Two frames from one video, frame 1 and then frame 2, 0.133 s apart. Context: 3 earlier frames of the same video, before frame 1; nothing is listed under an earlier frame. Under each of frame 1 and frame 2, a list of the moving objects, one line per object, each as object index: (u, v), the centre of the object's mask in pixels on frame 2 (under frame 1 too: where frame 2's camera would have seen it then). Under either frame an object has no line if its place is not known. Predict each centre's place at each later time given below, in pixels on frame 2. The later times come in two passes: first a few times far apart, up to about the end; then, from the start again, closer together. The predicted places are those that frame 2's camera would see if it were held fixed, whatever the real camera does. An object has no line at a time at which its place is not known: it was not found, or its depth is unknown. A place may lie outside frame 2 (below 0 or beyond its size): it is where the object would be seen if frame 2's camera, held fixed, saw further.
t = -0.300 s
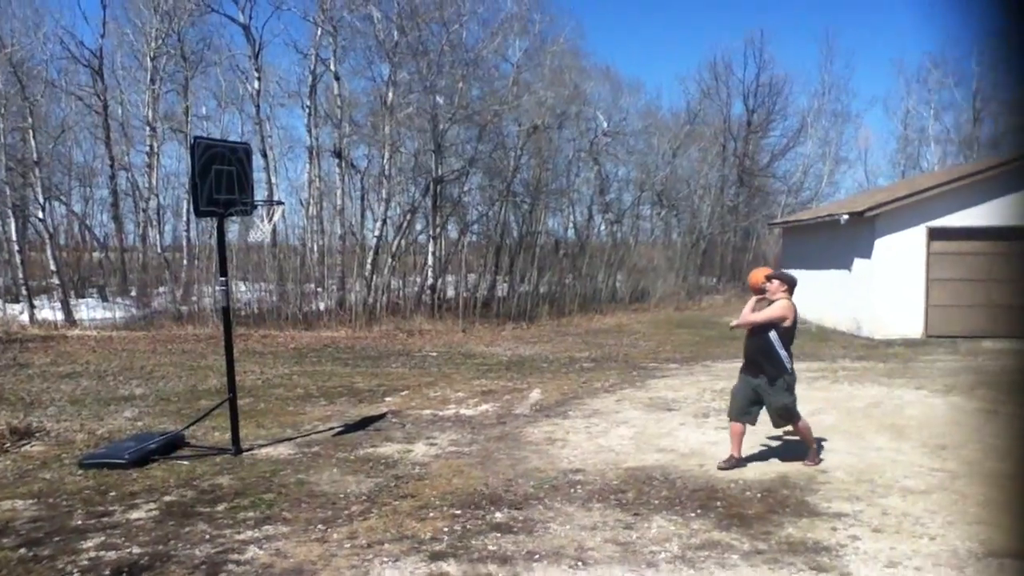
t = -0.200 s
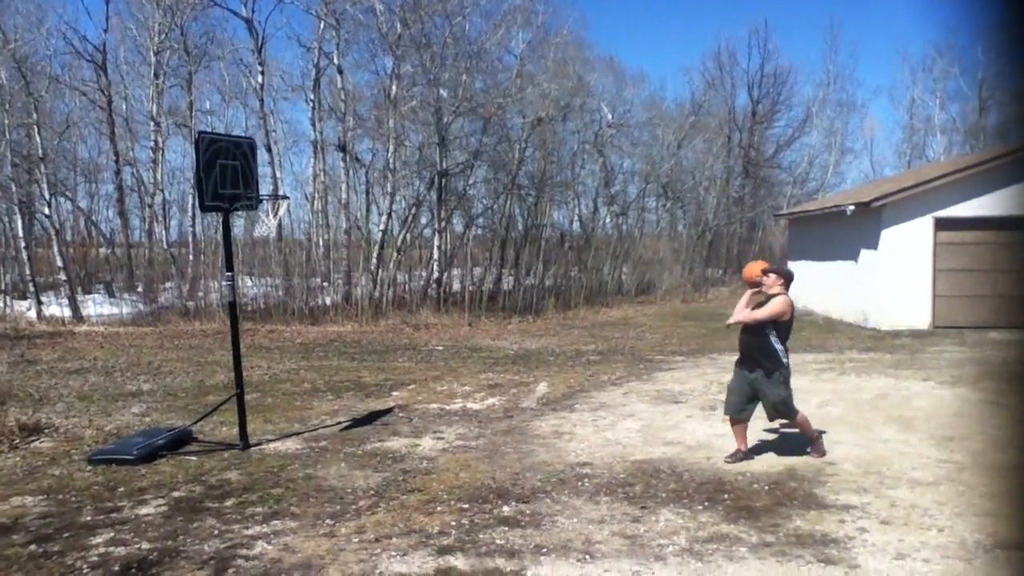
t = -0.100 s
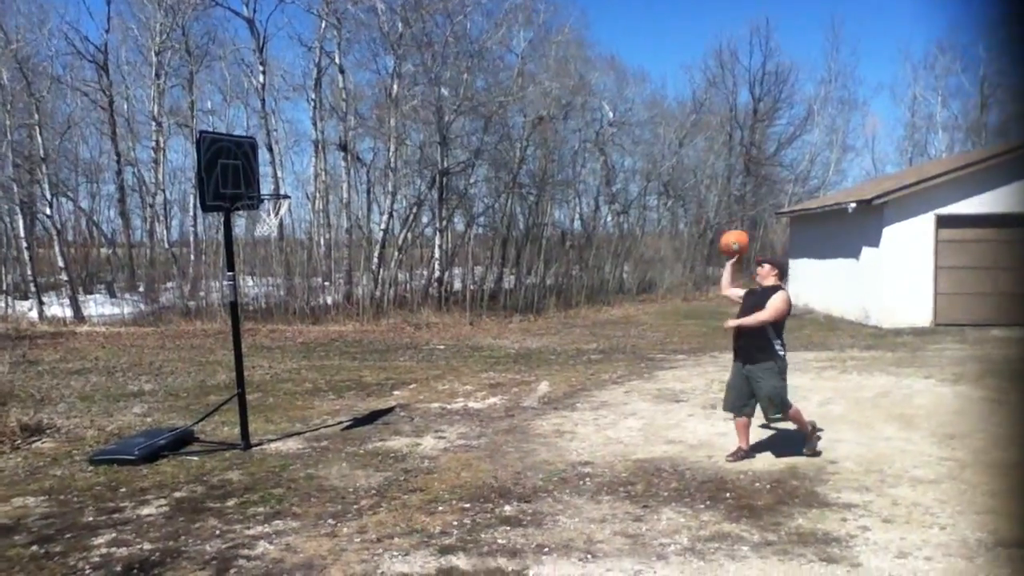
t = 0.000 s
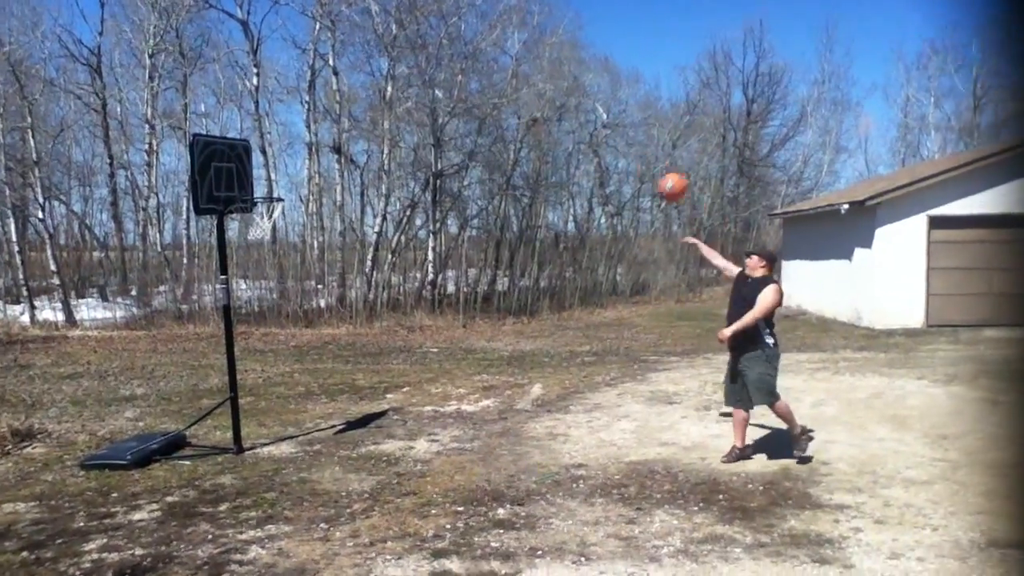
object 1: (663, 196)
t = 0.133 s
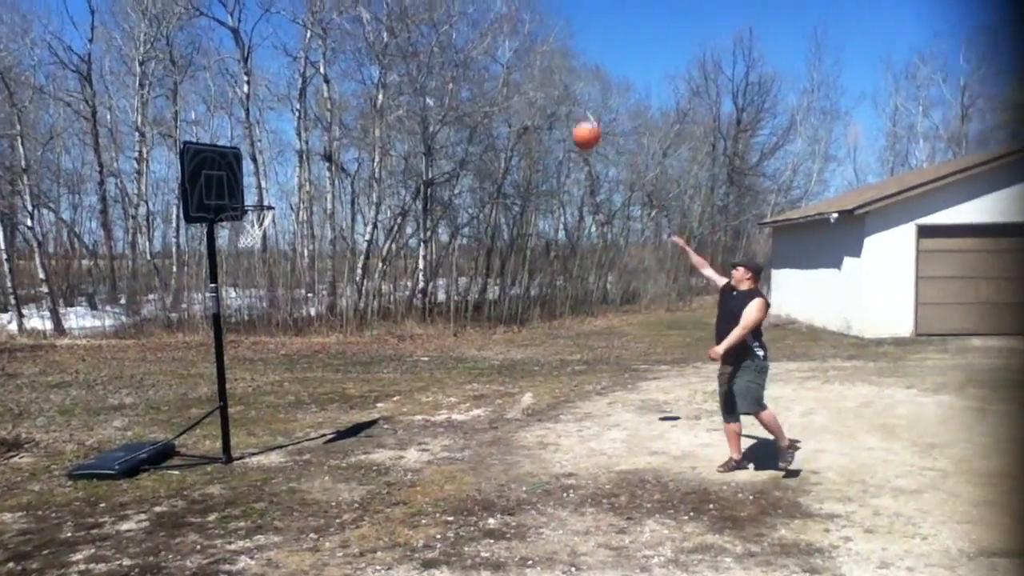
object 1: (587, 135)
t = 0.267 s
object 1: (510, 97)
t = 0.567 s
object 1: (349, 86)
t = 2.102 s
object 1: (414, 390)
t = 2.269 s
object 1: (441, 366)
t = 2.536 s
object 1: (485, 399)
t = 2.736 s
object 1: (518, 471)
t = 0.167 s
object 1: (566, 124)
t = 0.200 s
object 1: (546, 113)
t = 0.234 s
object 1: (529, 105)
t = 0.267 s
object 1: (510, 97)
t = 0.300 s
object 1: (492, 90)
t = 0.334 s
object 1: (473, 85)
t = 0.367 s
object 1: (454, 80)
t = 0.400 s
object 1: (437, 78)
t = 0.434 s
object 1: (420, 77)
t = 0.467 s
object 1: (403, 77)
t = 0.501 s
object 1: (384, 79)
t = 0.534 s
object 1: (367, 81)
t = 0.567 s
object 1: (349, 86)
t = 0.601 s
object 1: (331, 92)
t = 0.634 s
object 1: (312, 98)
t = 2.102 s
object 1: (414, 390)
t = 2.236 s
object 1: (435, 369)
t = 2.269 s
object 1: (441, 366)
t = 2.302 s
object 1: (446, 366)
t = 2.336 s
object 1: (451, 366)
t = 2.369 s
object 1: (457, 368)
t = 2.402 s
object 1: (462, 371)
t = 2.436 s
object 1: (468, 377)
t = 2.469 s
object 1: (473, 383)
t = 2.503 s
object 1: (479, 391)
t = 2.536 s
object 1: (485, 399)
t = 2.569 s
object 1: (491, 411)
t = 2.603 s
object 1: (497, 424)
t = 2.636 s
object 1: (503, 438)
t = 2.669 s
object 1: (508, 453)
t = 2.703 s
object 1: (514, 472)
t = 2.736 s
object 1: (518, 471)
